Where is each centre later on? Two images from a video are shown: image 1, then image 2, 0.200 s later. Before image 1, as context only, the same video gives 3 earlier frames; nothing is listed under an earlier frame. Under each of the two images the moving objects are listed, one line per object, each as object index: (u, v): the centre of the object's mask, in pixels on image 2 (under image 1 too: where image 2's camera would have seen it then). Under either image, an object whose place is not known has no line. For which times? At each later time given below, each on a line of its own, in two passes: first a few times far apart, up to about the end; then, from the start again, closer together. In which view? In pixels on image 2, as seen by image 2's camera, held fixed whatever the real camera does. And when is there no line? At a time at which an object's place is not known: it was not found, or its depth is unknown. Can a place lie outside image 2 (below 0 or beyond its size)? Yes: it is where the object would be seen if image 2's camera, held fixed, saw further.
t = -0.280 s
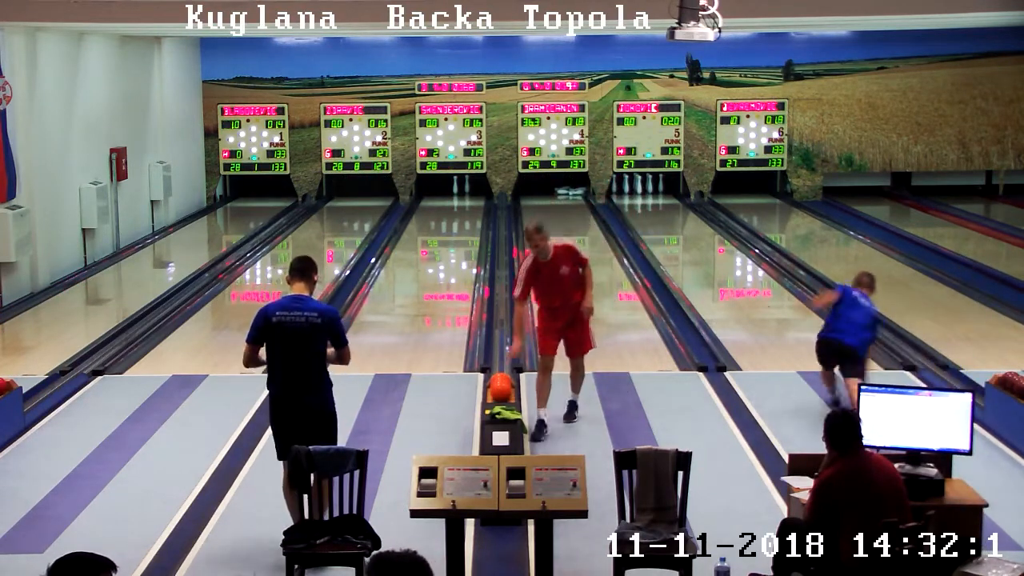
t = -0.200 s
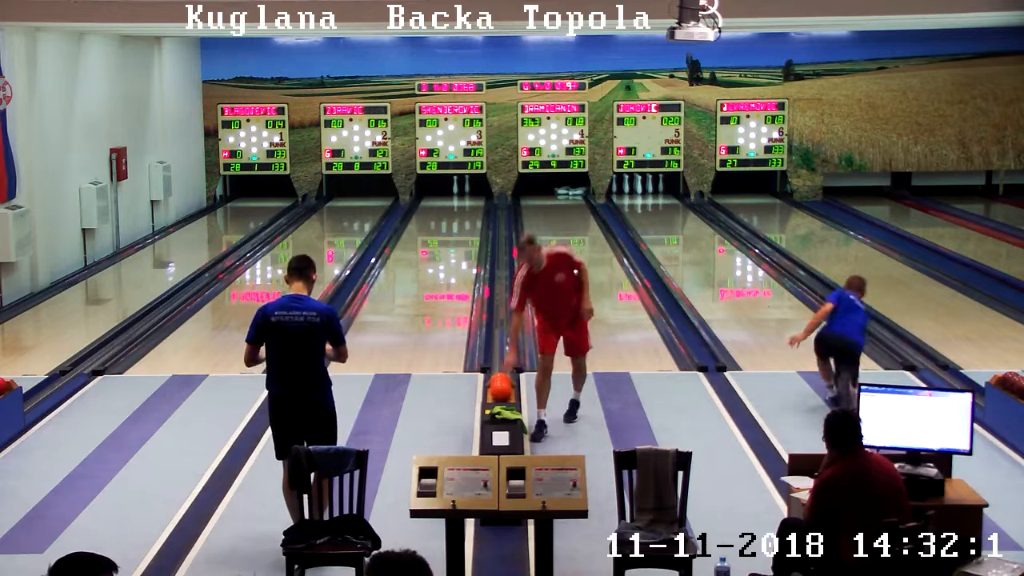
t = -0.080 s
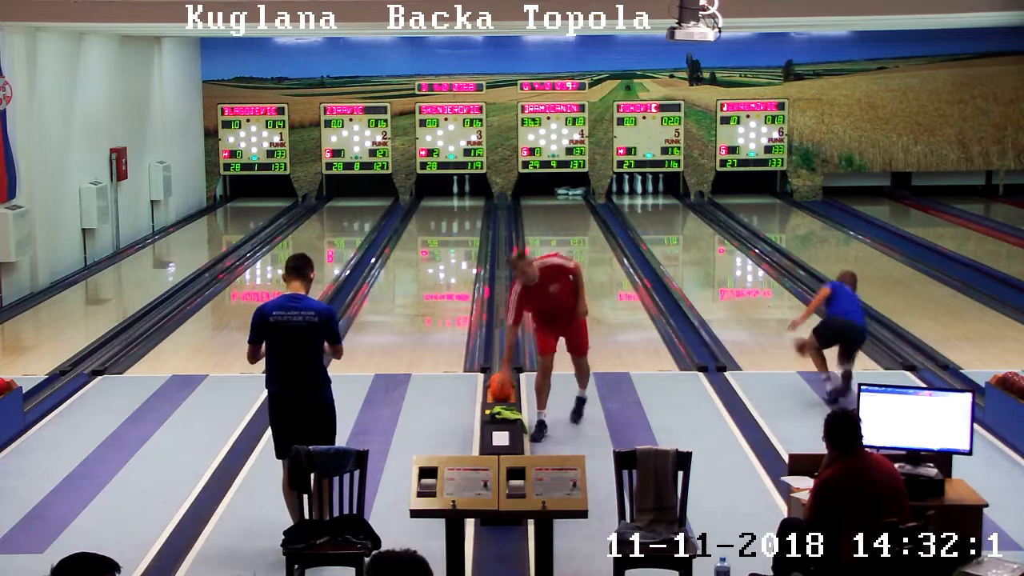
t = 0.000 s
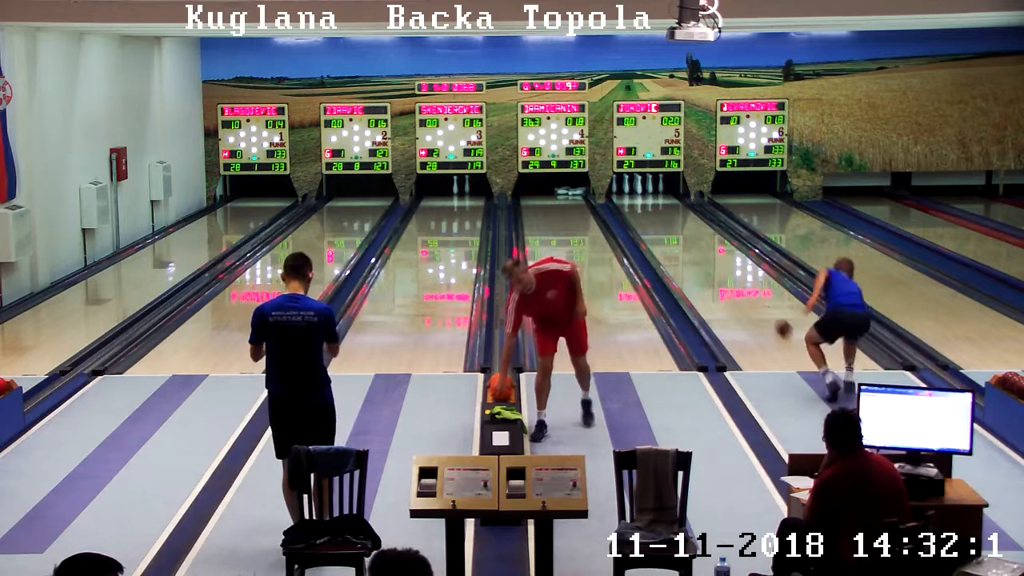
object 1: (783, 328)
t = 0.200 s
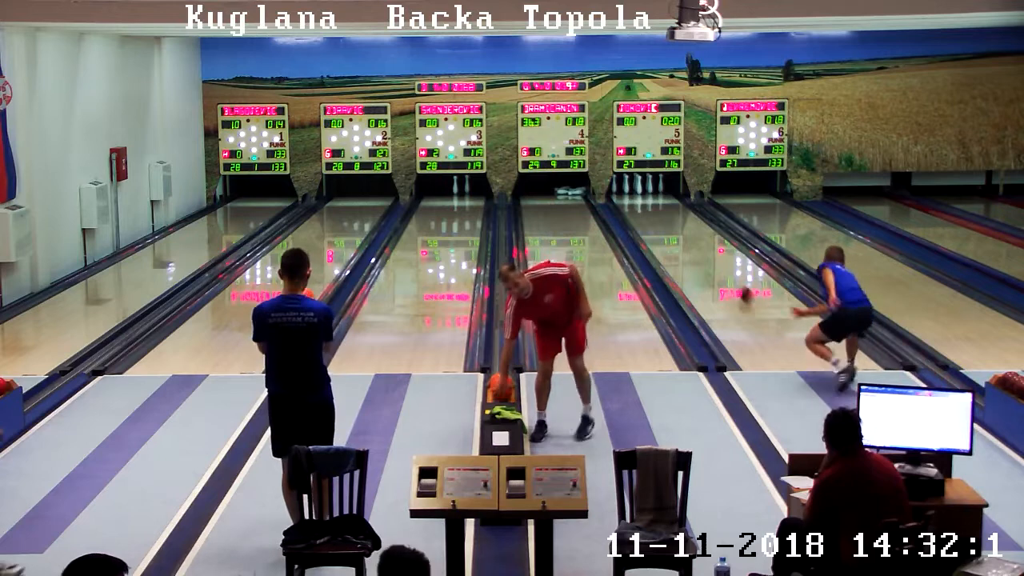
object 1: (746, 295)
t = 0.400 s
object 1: (716, 268)
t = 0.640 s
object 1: (690, 242)
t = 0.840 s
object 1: (673, 227)
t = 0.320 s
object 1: (727, 278)
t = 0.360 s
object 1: (722, 273)
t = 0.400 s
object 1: (716, 268)
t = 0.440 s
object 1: (711, 263)
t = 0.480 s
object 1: (707, 259)
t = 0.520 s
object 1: (702, 255)
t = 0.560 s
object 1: (698, 250)
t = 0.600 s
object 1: (694, 247)
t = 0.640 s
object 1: (690, 242)
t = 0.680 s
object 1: (686, 239)
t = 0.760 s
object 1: (679, 233)
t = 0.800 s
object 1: (676, 230)
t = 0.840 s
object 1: (673, 227)
